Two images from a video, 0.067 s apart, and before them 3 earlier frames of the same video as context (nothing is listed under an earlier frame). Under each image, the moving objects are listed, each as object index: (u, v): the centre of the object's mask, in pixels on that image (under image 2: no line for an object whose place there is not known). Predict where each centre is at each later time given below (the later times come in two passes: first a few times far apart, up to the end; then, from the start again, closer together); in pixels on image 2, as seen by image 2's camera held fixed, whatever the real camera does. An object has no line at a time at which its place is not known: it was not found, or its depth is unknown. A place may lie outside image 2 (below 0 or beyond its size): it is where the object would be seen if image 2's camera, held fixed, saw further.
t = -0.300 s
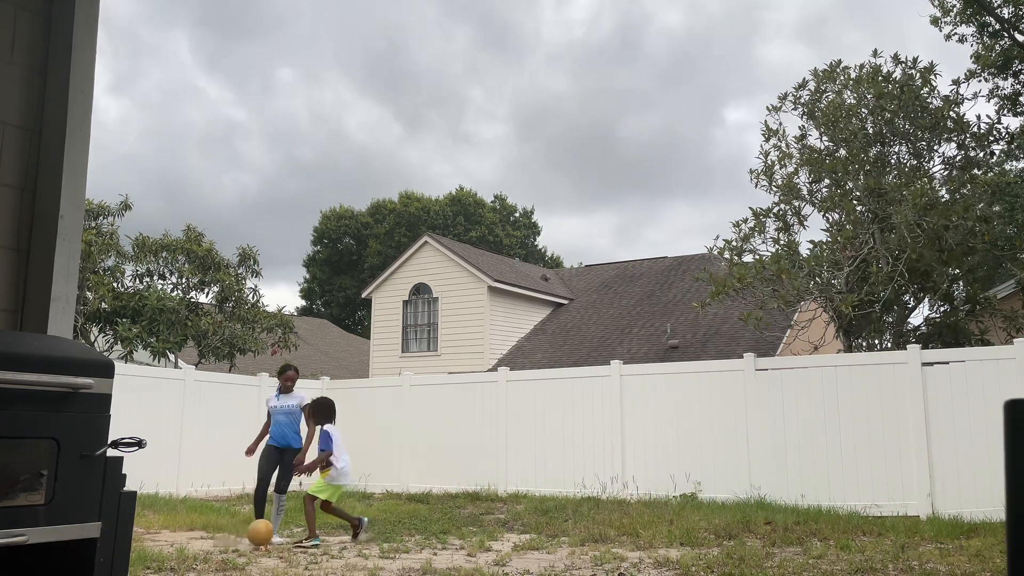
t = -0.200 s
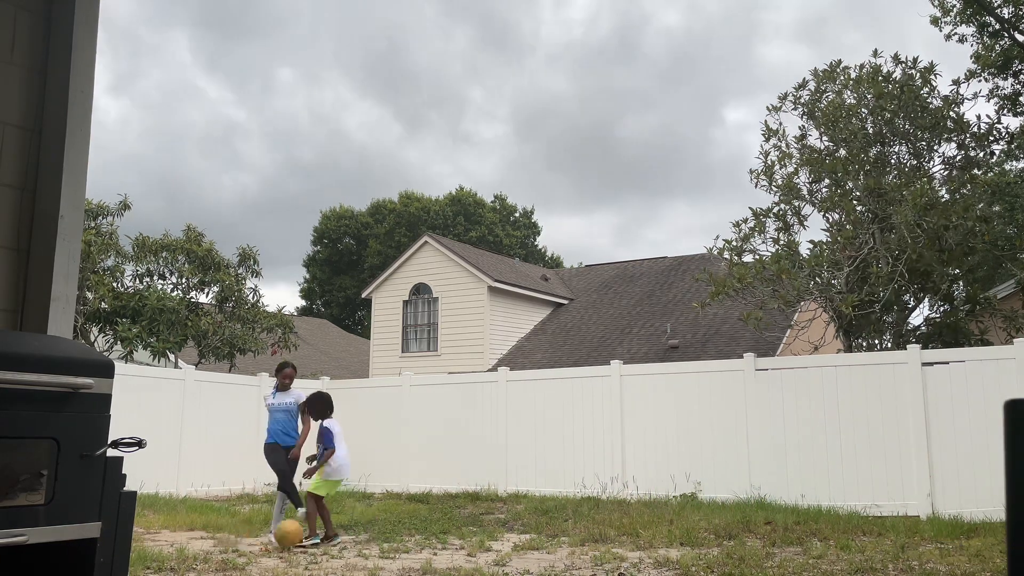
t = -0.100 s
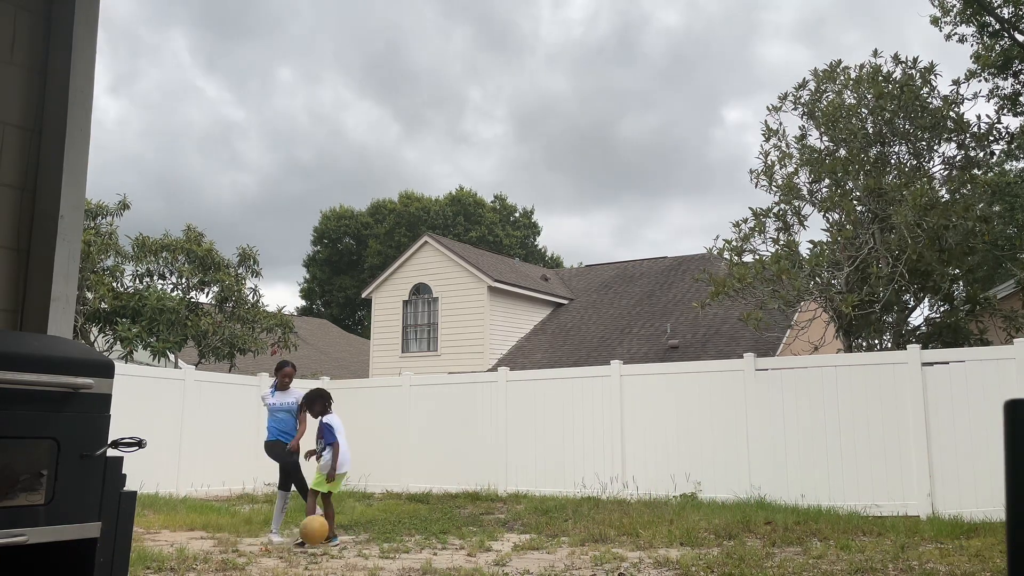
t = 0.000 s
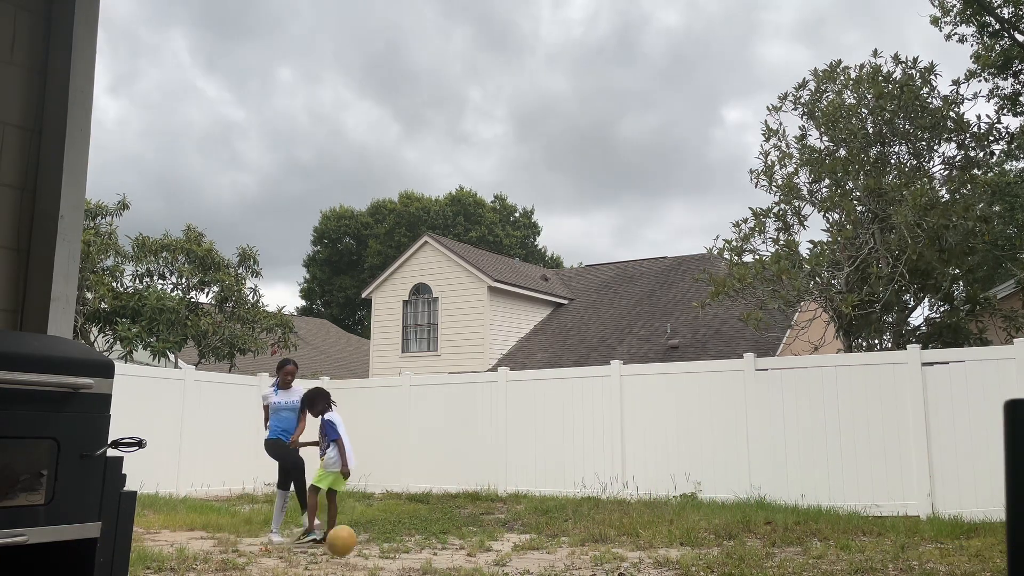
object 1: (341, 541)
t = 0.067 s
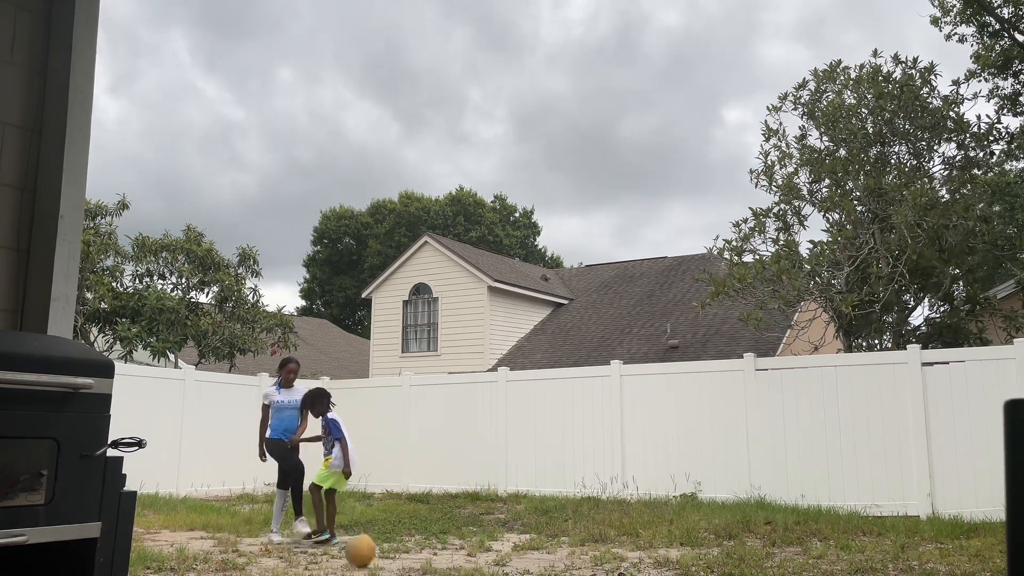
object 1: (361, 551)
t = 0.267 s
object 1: (414, 555)
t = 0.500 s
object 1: (484, 563)
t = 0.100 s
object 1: (369, 547)
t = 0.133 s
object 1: (377, 545)
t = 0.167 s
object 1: (386, 545)
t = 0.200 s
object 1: (395, 546)
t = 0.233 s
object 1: (404, 549)
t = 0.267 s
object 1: (414, 555)
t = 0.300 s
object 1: (423, 560)
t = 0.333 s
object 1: (433, 558)
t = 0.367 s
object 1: (443, 557)
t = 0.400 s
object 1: (452, 556)
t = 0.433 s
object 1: (463, 558)
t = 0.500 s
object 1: (484, 563)
